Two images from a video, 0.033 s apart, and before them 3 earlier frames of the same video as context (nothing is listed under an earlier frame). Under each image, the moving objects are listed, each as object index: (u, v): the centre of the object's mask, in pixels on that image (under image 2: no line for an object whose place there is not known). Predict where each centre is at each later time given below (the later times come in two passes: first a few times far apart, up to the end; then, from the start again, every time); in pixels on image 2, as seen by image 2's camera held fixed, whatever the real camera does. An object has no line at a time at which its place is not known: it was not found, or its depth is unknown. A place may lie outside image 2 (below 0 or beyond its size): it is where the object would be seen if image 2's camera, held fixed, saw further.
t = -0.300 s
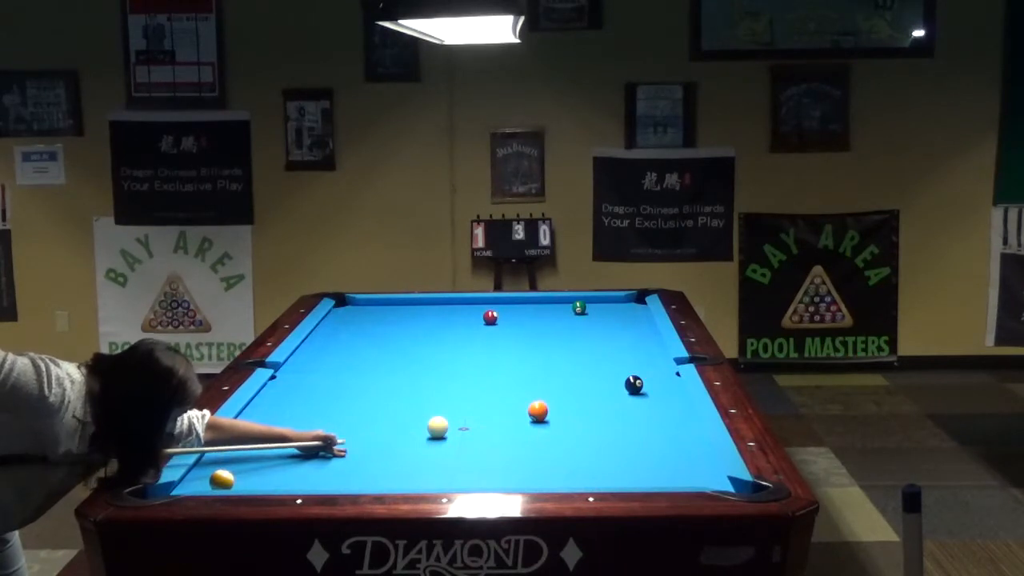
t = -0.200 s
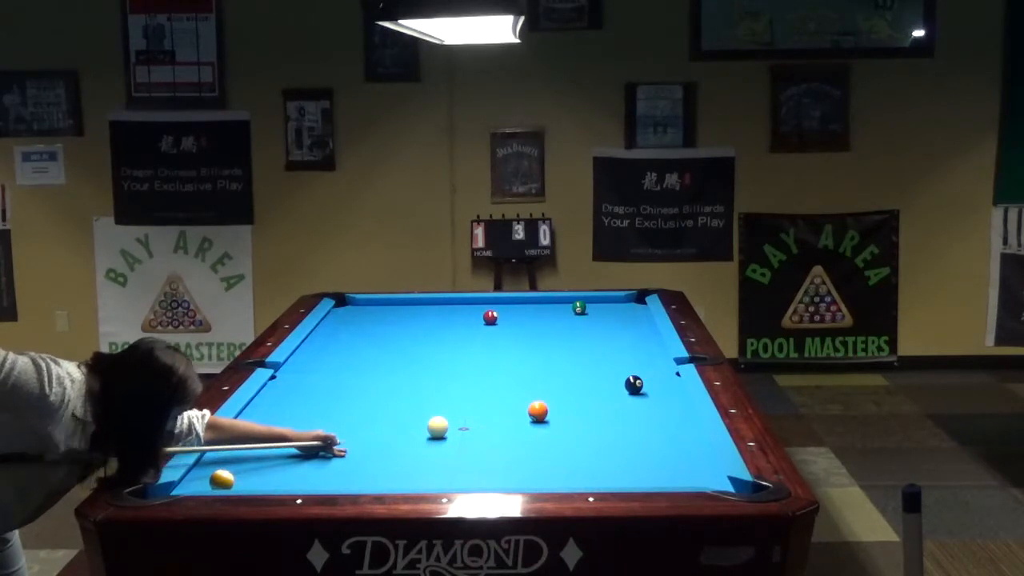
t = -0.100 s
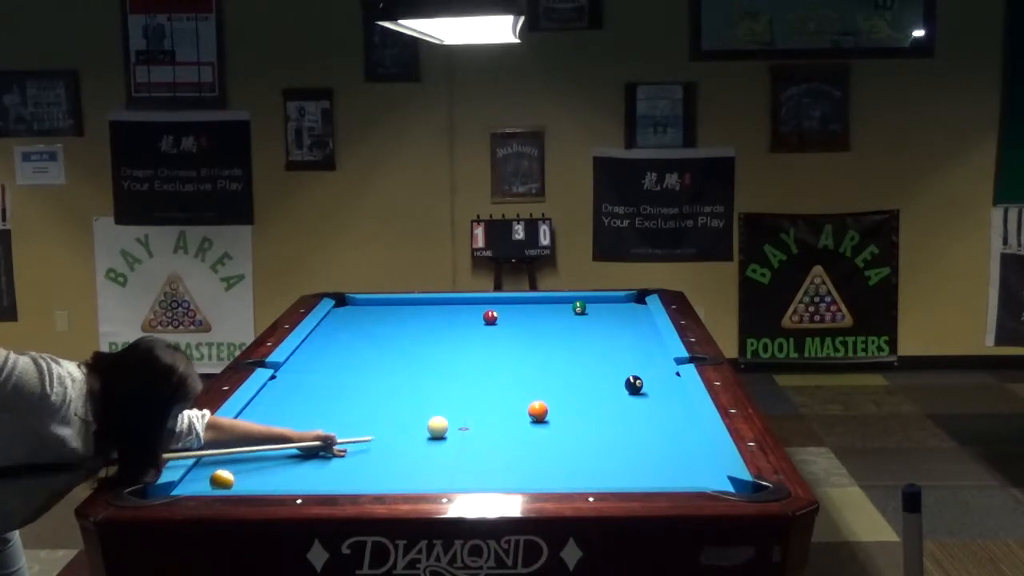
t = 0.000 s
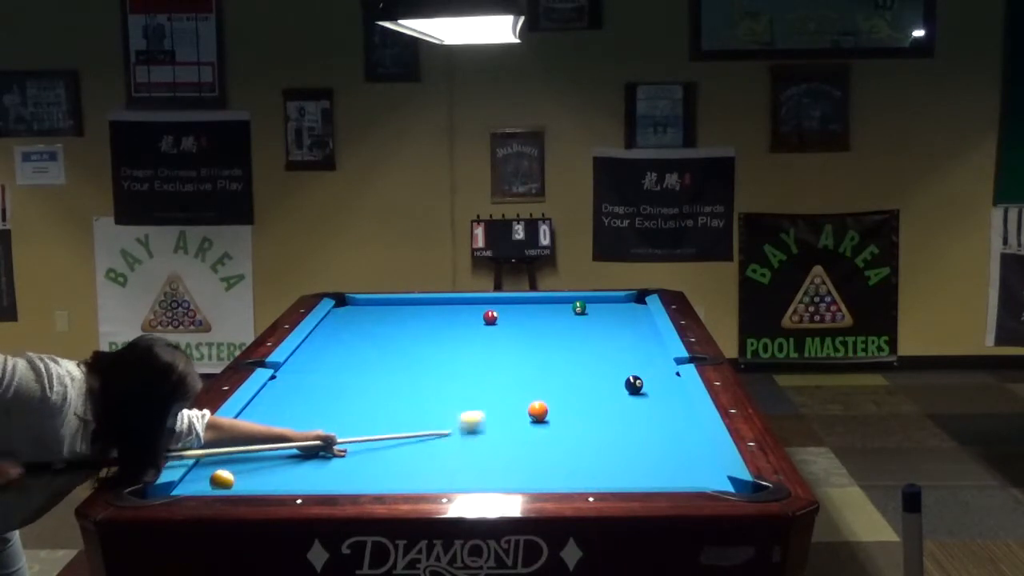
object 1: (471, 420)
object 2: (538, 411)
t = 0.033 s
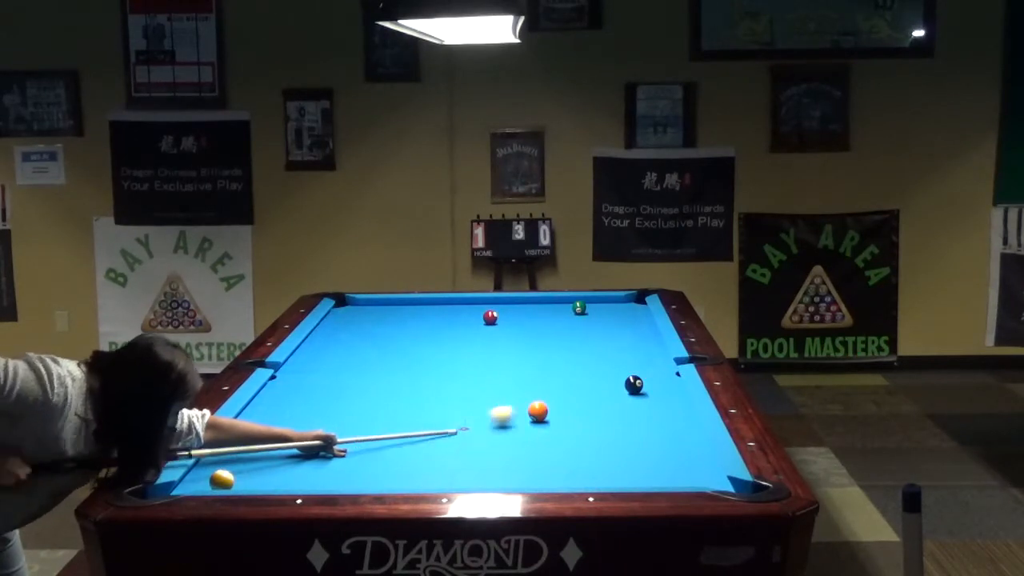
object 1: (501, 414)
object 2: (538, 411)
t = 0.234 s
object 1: (502, 408)
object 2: (679, 396)
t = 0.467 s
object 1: (470, 405)
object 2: (575, 389)
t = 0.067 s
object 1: (518, 412)
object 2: (549, 408)
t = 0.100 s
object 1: (516, 411)
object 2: (579, 405)
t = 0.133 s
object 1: (513, 410)
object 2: (606, 403)
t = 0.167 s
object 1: (510, 409)
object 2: (632, 400)
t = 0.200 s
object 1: (506, 408)
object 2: (658, 398)
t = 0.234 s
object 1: (502, 408)
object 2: (679, 396)
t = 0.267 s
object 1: (497, 407)
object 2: (663, 394)
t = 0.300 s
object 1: (492, 407)
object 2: (646, 393)
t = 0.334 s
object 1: (488, 407)
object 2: (630, 393)
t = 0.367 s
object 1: (483, 406)
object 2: (615, 392)
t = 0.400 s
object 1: (478, 406)
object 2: (602, 391)
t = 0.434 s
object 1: (474, 406)
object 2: (588, 390)
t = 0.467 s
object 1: (470, 405)
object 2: (575, 389)
